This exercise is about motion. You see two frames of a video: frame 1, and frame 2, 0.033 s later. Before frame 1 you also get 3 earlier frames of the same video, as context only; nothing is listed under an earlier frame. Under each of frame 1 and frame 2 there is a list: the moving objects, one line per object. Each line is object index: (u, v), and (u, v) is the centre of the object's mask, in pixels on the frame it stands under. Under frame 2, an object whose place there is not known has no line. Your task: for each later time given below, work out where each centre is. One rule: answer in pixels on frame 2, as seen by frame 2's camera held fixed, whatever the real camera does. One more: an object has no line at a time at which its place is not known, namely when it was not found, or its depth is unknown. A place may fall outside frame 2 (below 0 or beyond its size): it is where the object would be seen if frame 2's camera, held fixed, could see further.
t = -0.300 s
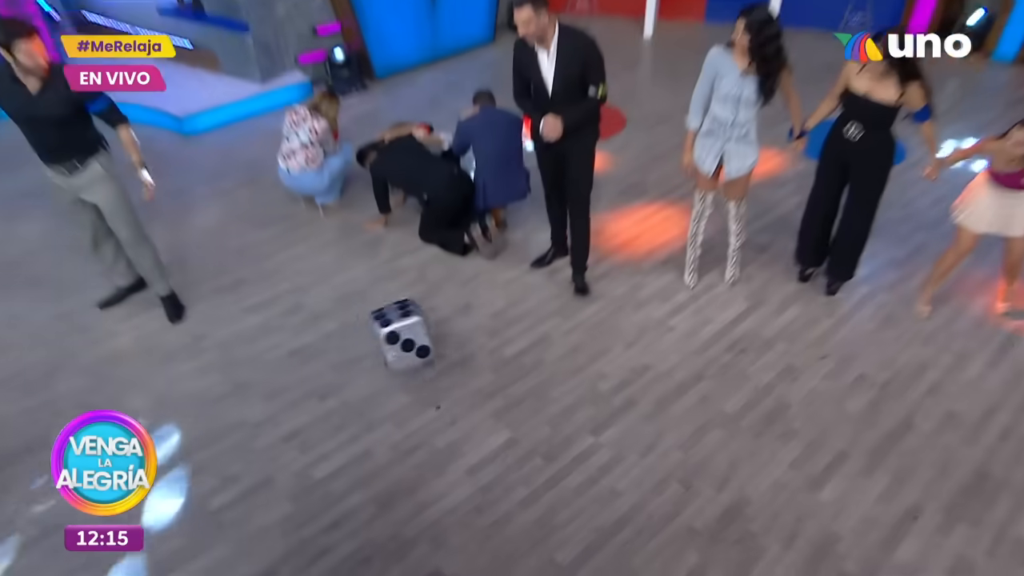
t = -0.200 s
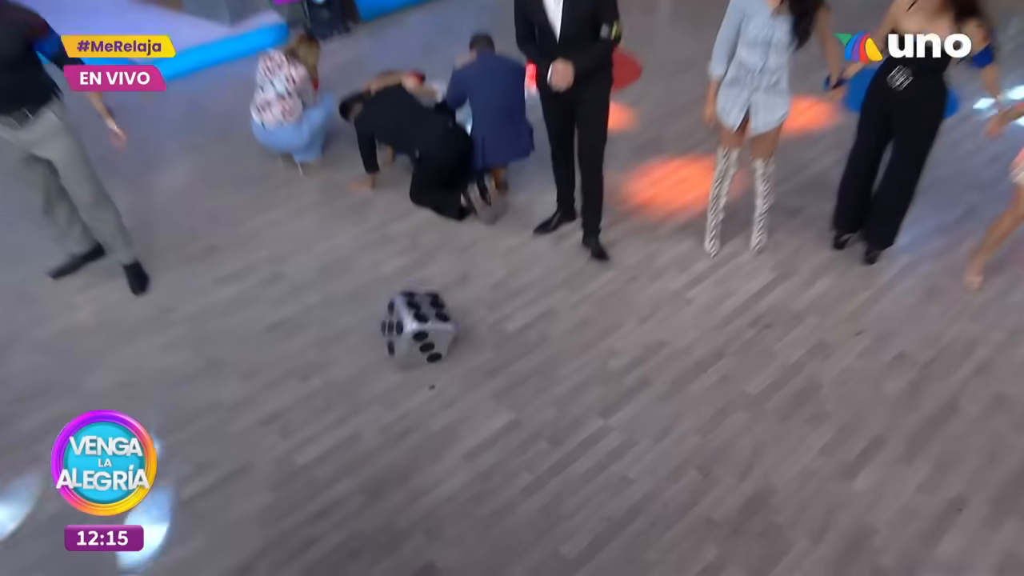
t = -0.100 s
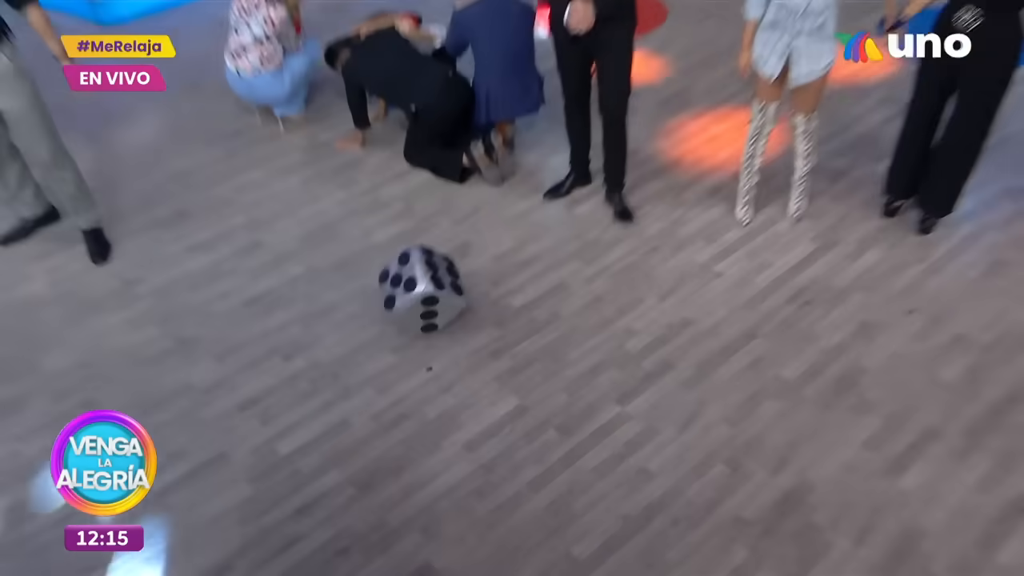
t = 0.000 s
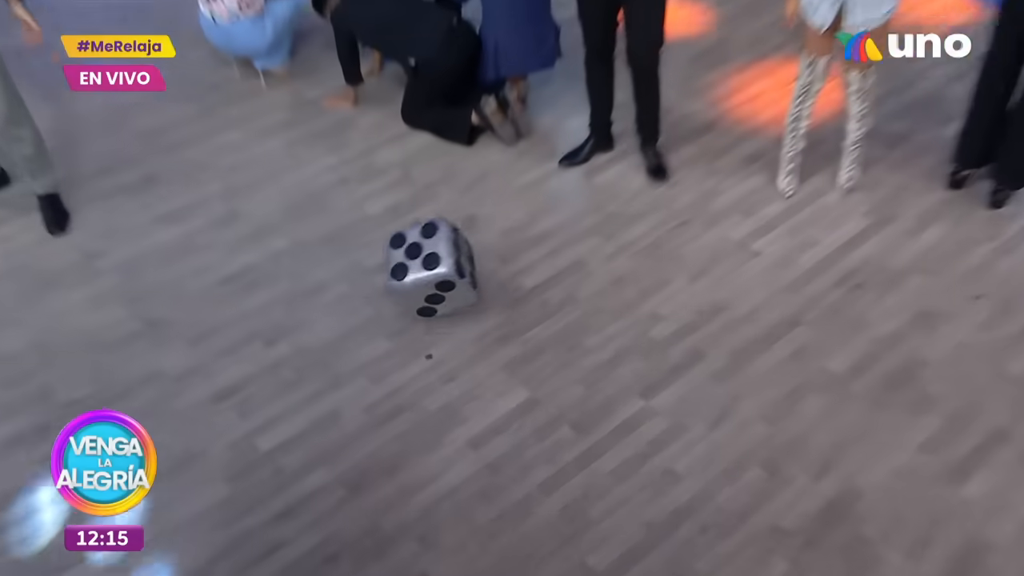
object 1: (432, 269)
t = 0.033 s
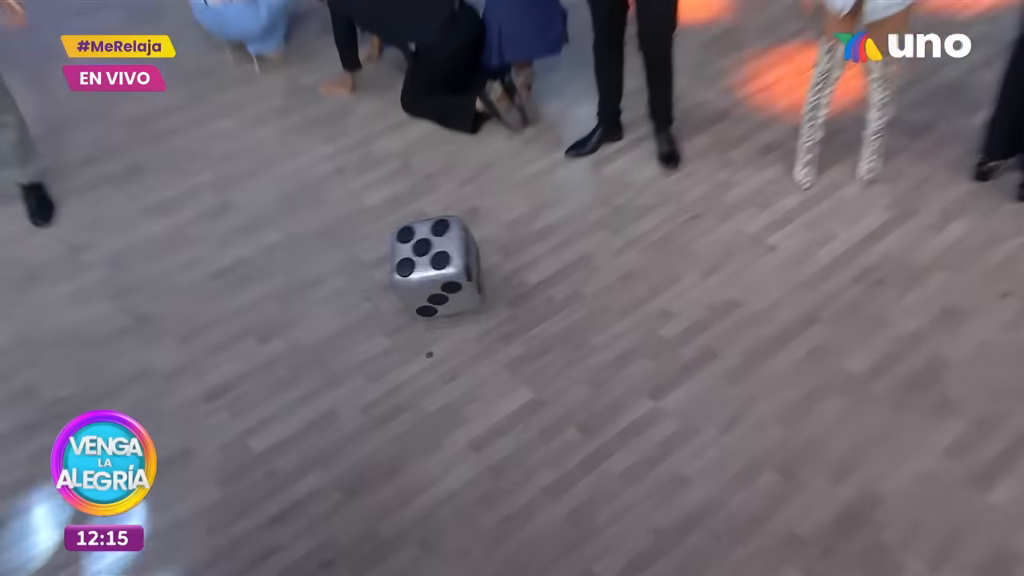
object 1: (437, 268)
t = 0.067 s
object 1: (441, 274)
